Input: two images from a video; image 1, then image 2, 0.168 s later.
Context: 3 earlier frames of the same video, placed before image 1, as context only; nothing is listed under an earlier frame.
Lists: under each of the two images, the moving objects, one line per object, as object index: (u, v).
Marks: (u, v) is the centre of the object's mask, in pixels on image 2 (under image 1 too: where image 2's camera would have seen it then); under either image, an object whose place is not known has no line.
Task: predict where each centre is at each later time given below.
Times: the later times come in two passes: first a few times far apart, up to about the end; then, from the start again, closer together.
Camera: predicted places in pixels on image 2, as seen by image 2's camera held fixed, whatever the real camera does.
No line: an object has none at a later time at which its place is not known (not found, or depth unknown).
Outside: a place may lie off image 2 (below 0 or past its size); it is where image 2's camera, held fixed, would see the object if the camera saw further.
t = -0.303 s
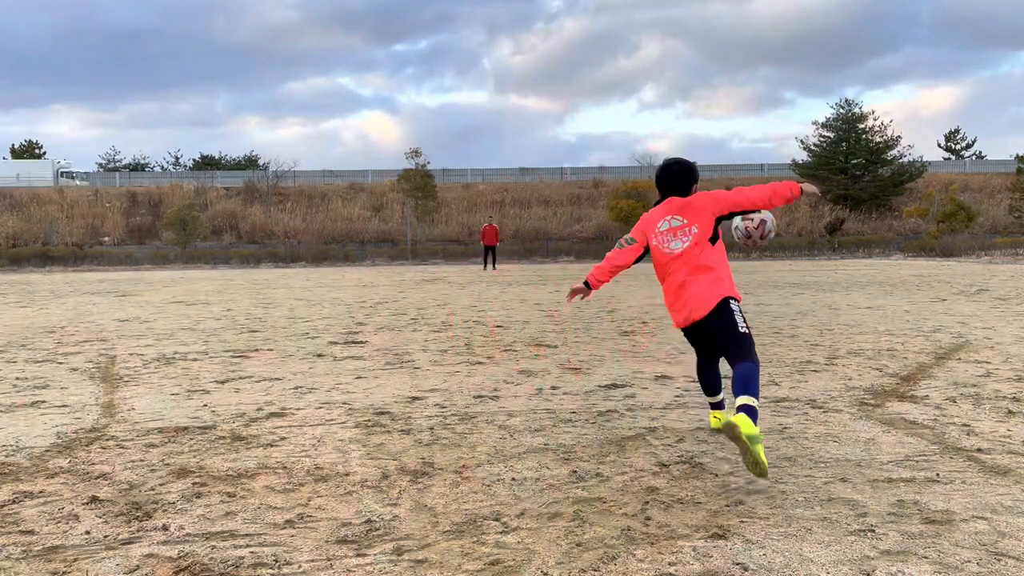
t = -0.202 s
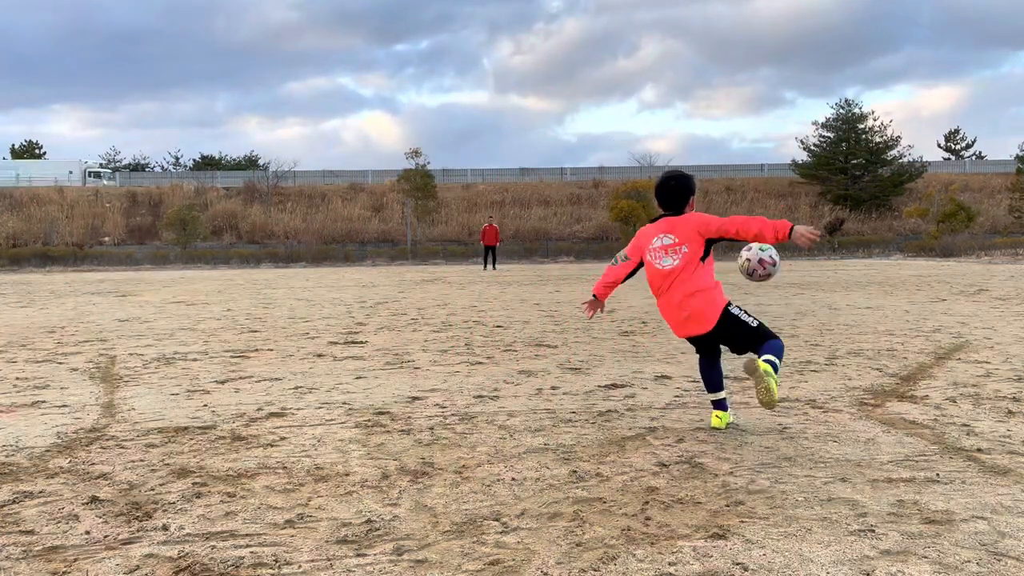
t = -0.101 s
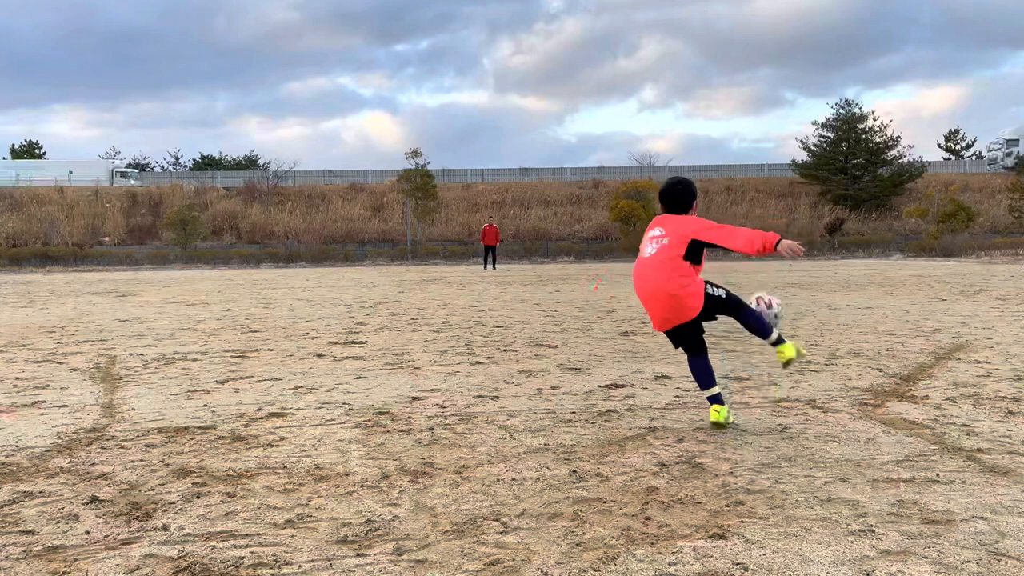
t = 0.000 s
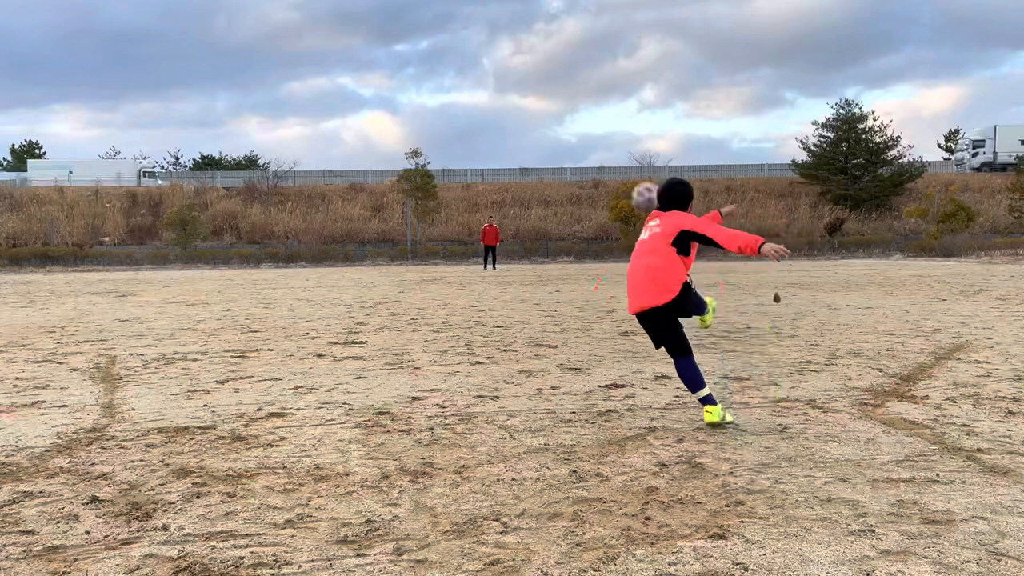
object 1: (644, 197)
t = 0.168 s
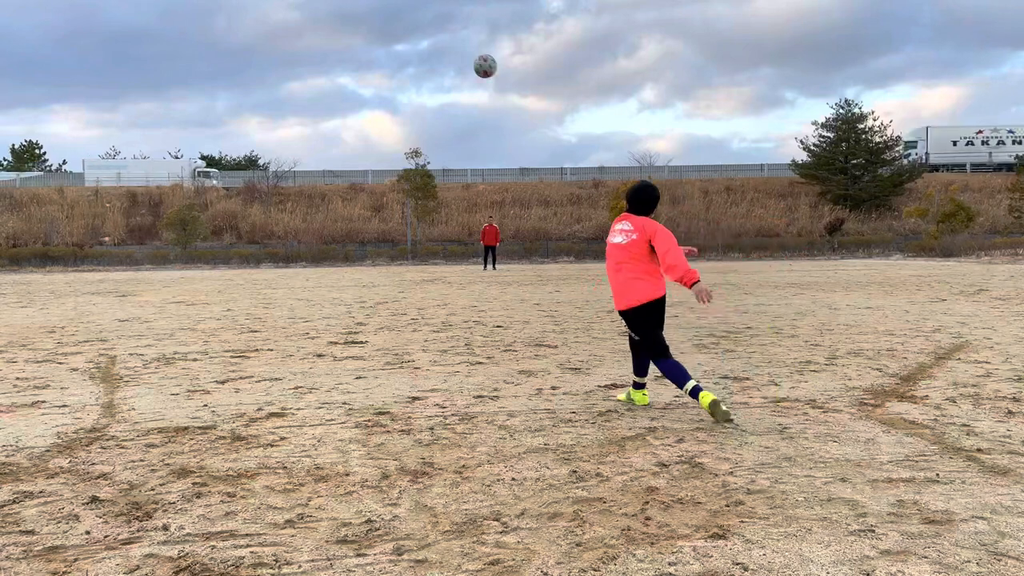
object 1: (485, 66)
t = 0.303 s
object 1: (421, 39)
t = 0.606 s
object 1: (339, 56)
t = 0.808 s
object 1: (309, 99)
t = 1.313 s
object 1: (274, 252)
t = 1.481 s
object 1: (270, 263)
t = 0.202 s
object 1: (466, 56)
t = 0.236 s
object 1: (450, 48)
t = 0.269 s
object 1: (435, 43)
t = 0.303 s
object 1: (421, 39)
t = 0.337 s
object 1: (408, 36)
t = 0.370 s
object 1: (397, 35)
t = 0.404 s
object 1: (387, 35)
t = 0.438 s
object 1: (377, 37)
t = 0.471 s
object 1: (368, 39)
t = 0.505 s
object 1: (360, 42)
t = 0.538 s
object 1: (352, 46)
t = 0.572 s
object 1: (345, 51)
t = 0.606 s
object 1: (339, 56)
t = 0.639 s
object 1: (333, 62)
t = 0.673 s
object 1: (327, 68)
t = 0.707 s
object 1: (322, 75)
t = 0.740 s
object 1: (318, 83)
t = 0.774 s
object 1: (313, 90)
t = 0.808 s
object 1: (309, 99)
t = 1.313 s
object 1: (274, 252)
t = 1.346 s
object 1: (273, 262)
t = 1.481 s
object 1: (270, 263)
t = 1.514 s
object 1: (269, 258)
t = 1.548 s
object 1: (268, 251)
